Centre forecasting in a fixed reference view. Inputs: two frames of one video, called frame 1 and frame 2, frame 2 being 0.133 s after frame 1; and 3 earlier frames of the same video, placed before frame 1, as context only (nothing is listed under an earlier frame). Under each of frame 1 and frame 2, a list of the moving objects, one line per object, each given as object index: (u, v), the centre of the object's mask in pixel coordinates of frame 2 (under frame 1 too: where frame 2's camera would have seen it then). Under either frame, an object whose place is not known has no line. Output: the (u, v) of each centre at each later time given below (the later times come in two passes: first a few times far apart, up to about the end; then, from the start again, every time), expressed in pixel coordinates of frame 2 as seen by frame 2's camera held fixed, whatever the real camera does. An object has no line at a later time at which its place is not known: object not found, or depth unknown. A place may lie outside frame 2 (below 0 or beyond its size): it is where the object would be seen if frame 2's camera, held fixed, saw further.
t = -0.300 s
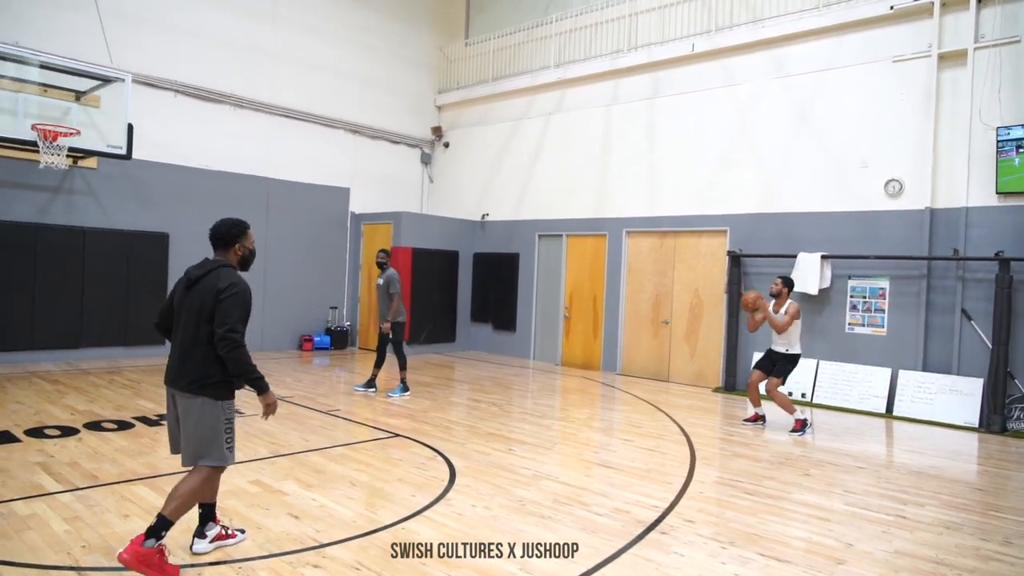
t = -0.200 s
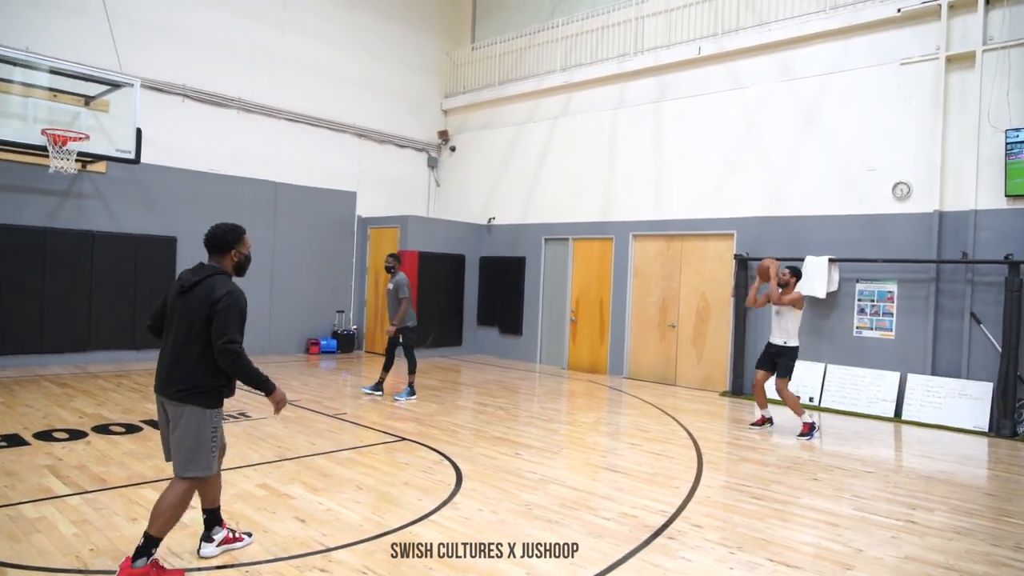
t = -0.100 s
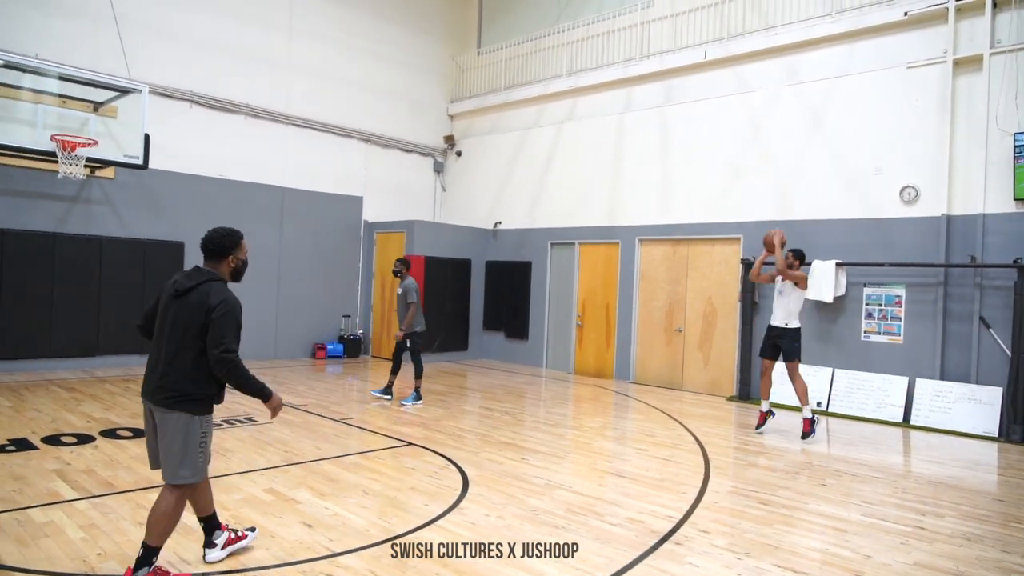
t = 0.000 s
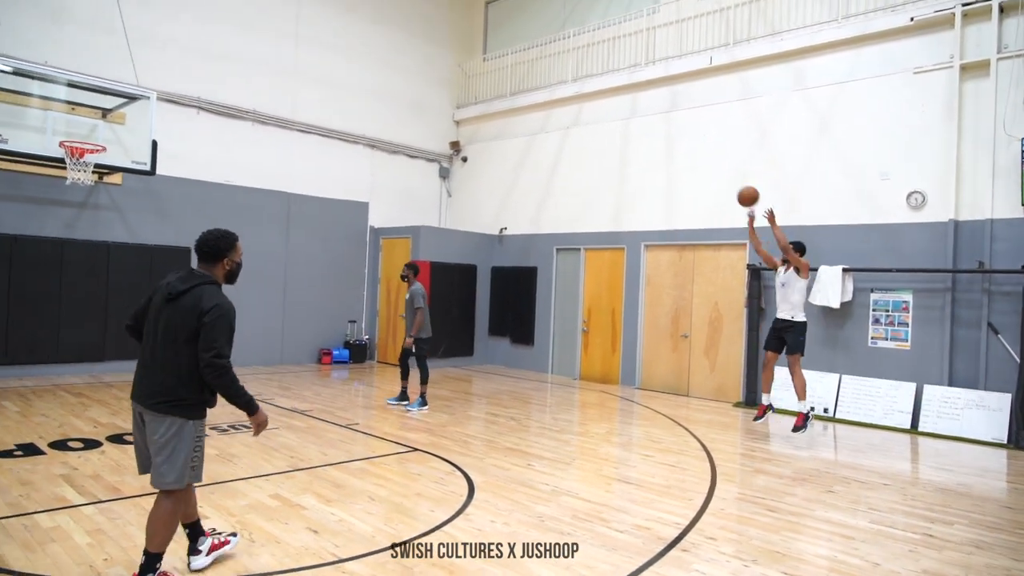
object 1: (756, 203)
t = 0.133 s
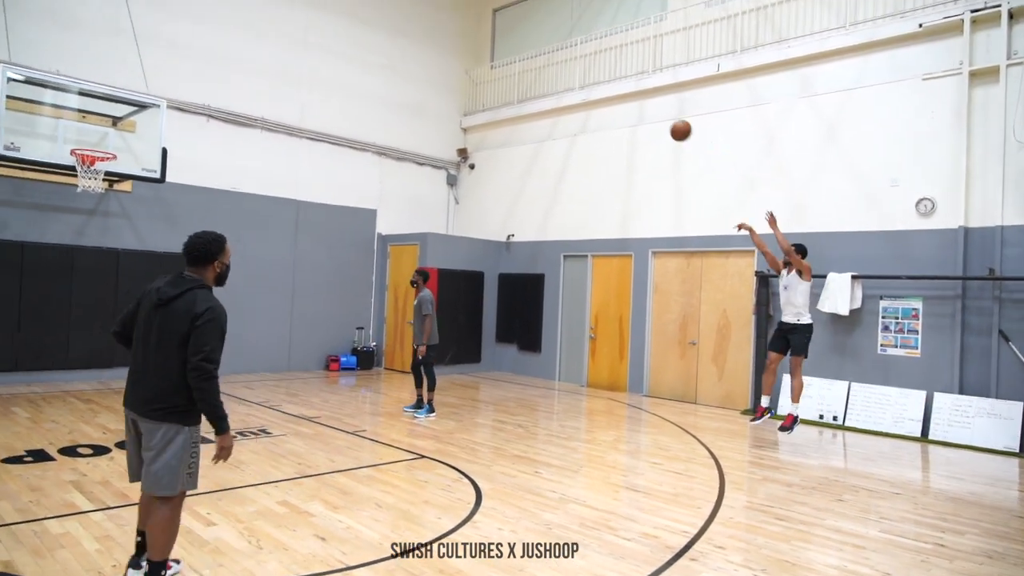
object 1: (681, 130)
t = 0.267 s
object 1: (607, 74)
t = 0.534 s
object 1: (463, 10)
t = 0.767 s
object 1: (340, 5)
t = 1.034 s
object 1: (204, 54)
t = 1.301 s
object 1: (70, 147)
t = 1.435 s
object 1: (3, 171)
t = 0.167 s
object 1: (662, 115)
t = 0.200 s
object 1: (644, 100)
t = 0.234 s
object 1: (625, 87)
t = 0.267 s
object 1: (607, 74)
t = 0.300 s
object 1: (589, 63)
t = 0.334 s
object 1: (570, 52)
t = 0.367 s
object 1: (553, 43)
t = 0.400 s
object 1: (534, 34)
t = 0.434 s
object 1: (516, 27)
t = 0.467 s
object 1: (498, 20)
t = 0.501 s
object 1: (481, 15)
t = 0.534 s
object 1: (463, 10)
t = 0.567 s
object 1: (445, 7)
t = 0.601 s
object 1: (427, 4)
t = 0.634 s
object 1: (410, 2)
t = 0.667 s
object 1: (392, 2)
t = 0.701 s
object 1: (375, 2)
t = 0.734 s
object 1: (358, 3)
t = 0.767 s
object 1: (340, 5)
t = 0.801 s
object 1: (323, 8)
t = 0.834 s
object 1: (305, 11)
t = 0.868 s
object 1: (288, 16)
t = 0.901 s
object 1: (271, 22)
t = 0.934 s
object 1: (255, 29)
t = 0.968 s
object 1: (237, 36)
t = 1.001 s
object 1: (221, 45)
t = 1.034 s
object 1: (204, 54)
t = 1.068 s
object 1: (186, 64)
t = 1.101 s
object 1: (169, 75)
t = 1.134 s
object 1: (151, 86)
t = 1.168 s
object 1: (135, 99)
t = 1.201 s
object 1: (118, 113)
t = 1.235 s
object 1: (102, 128)
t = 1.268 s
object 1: (85, 142)
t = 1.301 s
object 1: (70, 147)
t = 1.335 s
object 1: (54, 151)
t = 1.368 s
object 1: (38, 156)
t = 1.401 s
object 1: (21, 163)
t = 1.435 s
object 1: (3, 171)
